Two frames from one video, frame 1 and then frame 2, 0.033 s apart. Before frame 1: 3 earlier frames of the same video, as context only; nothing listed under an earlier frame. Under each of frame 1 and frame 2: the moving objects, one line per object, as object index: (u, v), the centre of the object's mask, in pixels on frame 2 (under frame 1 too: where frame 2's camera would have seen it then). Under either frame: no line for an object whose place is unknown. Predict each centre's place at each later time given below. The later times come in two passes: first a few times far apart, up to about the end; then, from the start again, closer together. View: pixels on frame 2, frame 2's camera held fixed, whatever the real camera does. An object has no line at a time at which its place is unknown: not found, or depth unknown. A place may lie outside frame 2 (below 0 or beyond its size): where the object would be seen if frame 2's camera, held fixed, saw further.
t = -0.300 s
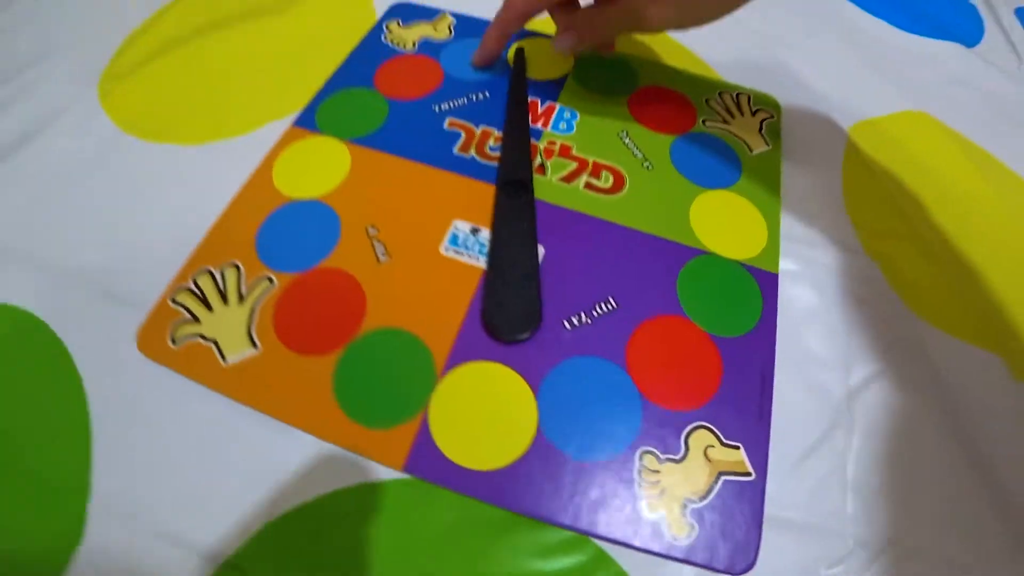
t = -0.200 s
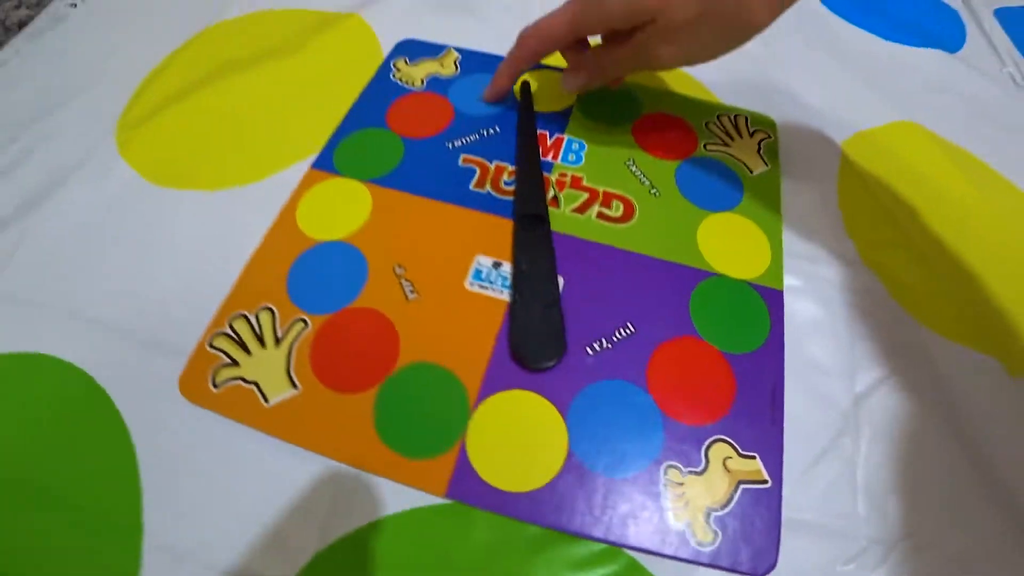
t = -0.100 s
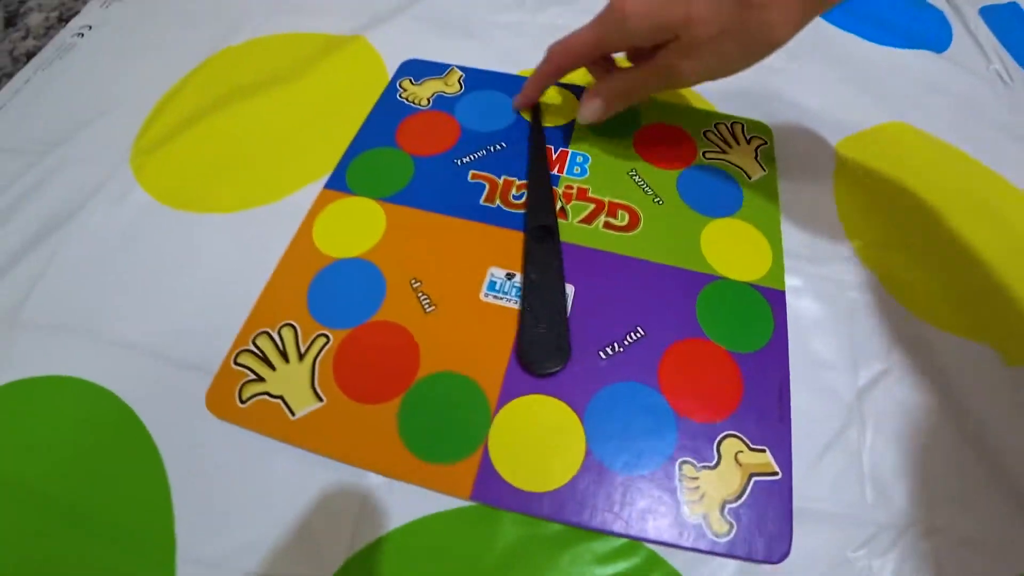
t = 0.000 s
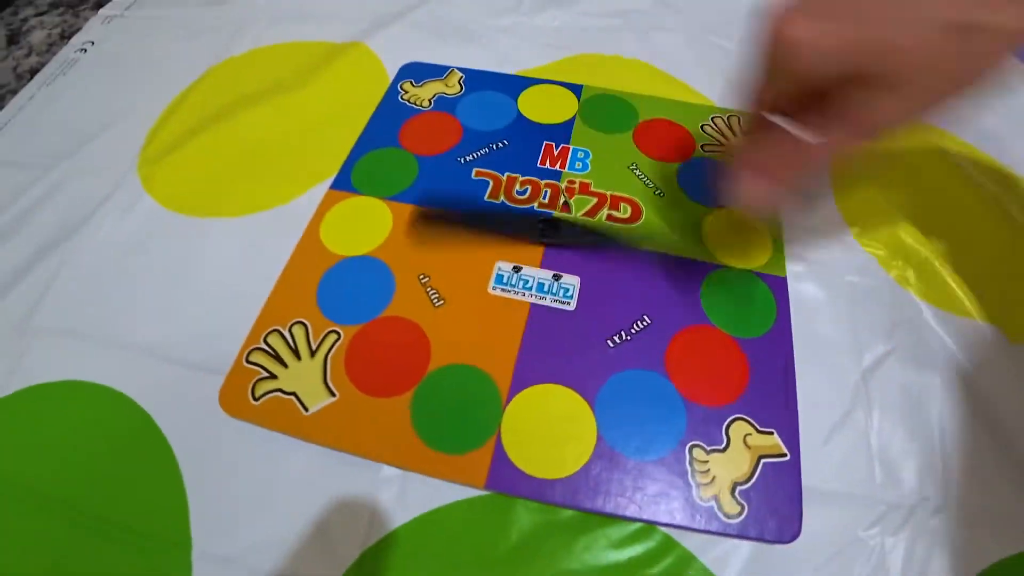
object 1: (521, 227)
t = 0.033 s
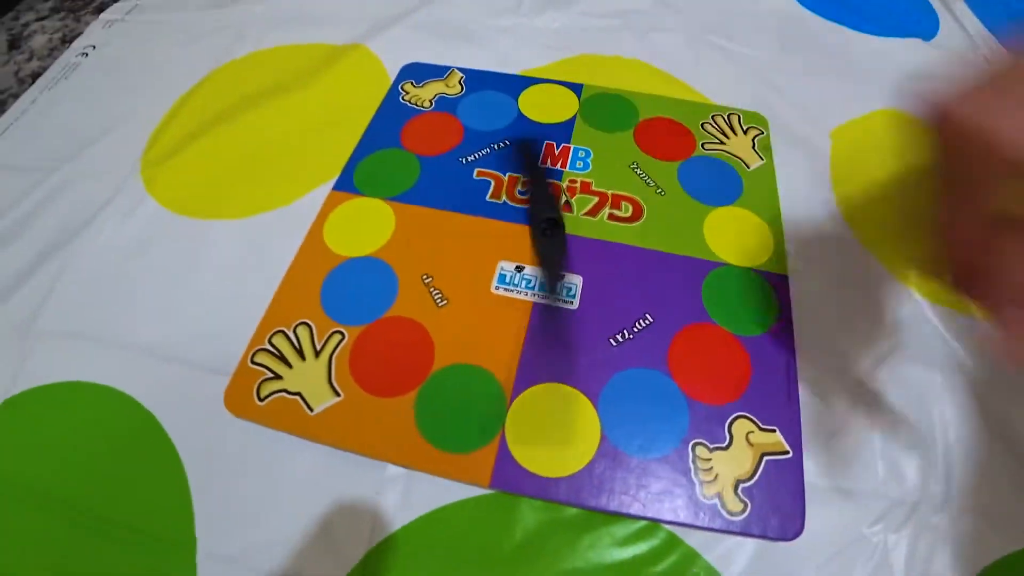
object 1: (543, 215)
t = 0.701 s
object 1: (520, 250)
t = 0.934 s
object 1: (534, 236)
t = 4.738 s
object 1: (573, 247)
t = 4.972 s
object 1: (570, 273)
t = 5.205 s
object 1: (551, 277)
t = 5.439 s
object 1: (544, 276)
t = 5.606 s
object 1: (544, 274)
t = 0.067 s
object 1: (531, 235)
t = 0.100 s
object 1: (582, 268)
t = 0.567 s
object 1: (547, 245)
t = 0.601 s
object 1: (497, 256)
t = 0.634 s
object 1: (572, 244)
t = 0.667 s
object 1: (549, 261)
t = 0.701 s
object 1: (520, 250)
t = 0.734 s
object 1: (548, 234)
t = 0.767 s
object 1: (552, 253)
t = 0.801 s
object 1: (490, 279)
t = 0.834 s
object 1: (531, 233)
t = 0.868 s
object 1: (569, 265)
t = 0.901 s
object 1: (528, 268)
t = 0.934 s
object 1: (534, 236)
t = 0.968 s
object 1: (558, 243)
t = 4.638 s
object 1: (562, 237)
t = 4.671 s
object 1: (568, 240)
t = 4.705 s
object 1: (571, 244)
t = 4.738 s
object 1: (573, 247)
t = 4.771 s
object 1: (574, 251)
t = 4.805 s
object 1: (575, 255)
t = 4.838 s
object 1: (575, 259)
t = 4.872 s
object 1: (575, 263)
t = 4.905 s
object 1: (575, 268)
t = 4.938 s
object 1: (572, 270)
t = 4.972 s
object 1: (570, 273)
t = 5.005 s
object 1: (567, 276)
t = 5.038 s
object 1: (565, 278)
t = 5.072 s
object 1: (561, 276)
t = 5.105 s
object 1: (558, 277)
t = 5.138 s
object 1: (556, 276)
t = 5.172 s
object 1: (553, 276)
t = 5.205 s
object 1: (551, 277)
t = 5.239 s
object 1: (549, 277)
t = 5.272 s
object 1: (548, 276)
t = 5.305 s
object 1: (547, 276)
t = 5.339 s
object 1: (545, 277)
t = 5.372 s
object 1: (545, 275)
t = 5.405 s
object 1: (544, 275)
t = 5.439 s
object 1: (544, 276)
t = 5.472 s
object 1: (544, 276)
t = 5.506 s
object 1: (544, 276)
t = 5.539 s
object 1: (544, 275)
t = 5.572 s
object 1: (544, 275)
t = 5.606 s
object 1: (544, 274)
